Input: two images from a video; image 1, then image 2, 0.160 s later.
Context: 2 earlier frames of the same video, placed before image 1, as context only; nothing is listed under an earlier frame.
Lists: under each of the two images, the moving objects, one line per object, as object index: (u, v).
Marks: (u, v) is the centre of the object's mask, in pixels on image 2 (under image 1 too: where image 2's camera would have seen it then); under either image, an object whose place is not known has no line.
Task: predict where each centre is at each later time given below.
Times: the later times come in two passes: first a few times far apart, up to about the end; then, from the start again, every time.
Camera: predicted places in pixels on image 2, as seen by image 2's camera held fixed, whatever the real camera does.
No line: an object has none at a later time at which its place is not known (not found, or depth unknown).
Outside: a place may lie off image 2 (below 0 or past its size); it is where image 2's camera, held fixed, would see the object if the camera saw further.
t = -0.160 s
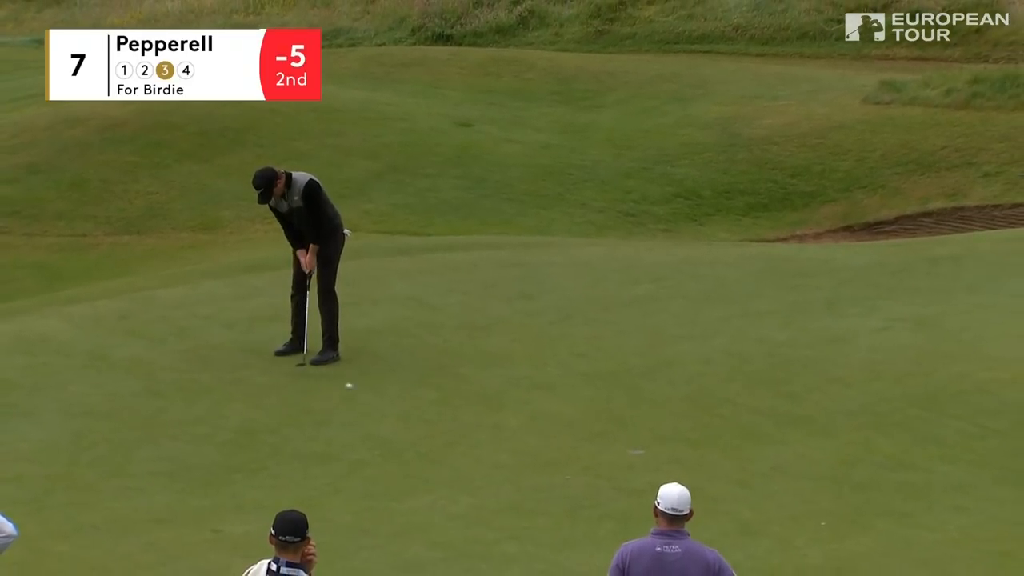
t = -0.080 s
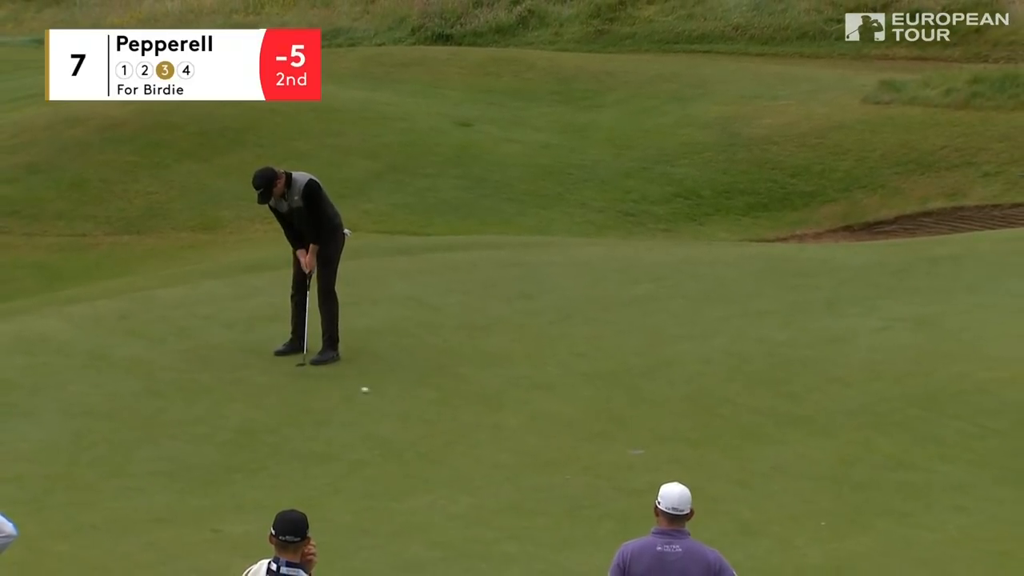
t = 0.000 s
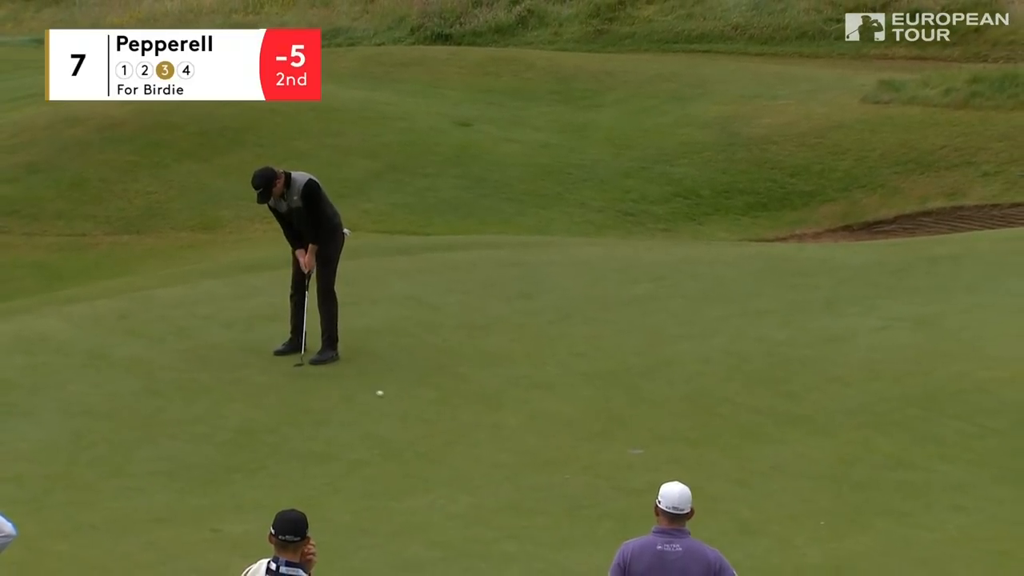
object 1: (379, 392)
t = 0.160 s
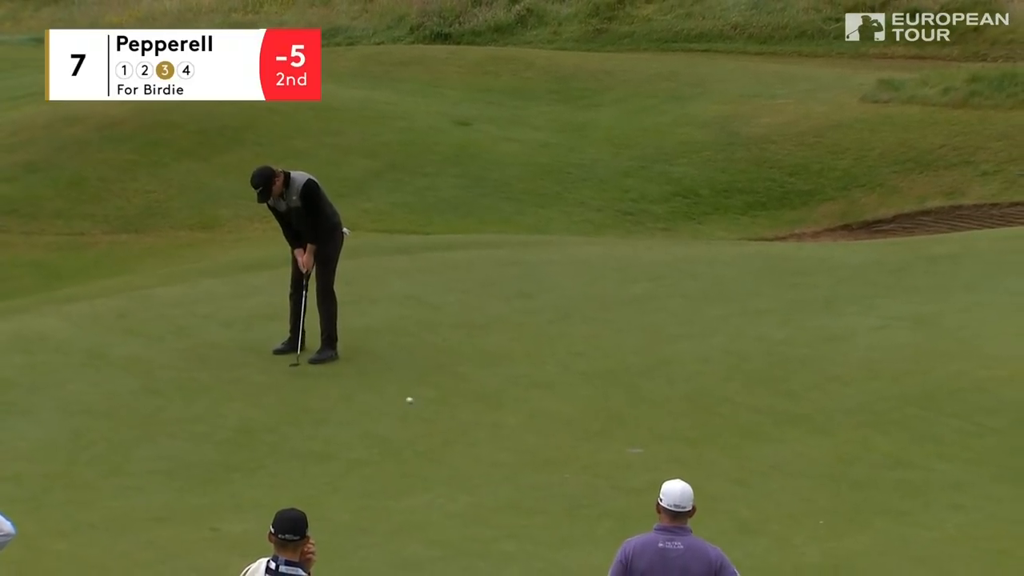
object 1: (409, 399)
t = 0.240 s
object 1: (424, 403)
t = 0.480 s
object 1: (465, 413)
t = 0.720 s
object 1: (504, 420)
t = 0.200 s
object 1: (416, 401)
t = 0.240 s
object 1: (424, 403)
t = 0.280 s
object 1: (431, 404)
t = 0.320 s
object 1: (438, 406)
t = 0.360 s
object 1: (445, 407)
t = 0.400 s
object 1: (452, 409)
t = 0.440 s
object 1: (459, 411)
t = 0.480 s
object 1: (465, 413)
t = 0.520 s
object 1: (472, 414)
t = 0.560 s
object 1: (479, 415)
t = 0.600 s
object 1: (485, 416)
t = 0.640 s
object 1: (491, 418)
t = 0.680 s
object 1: (497, 419)
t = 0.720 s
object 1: (504, 420)
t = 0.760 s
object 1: (509, 422)
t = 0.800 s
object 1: (515, 423)
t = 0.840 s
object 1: (521, 425)
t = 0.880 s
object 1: (526, 426)
